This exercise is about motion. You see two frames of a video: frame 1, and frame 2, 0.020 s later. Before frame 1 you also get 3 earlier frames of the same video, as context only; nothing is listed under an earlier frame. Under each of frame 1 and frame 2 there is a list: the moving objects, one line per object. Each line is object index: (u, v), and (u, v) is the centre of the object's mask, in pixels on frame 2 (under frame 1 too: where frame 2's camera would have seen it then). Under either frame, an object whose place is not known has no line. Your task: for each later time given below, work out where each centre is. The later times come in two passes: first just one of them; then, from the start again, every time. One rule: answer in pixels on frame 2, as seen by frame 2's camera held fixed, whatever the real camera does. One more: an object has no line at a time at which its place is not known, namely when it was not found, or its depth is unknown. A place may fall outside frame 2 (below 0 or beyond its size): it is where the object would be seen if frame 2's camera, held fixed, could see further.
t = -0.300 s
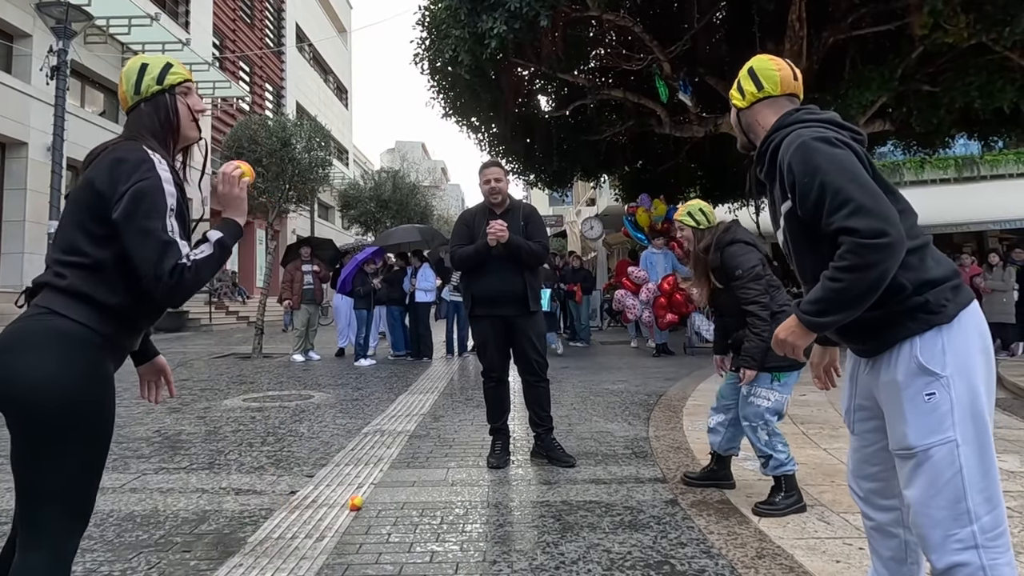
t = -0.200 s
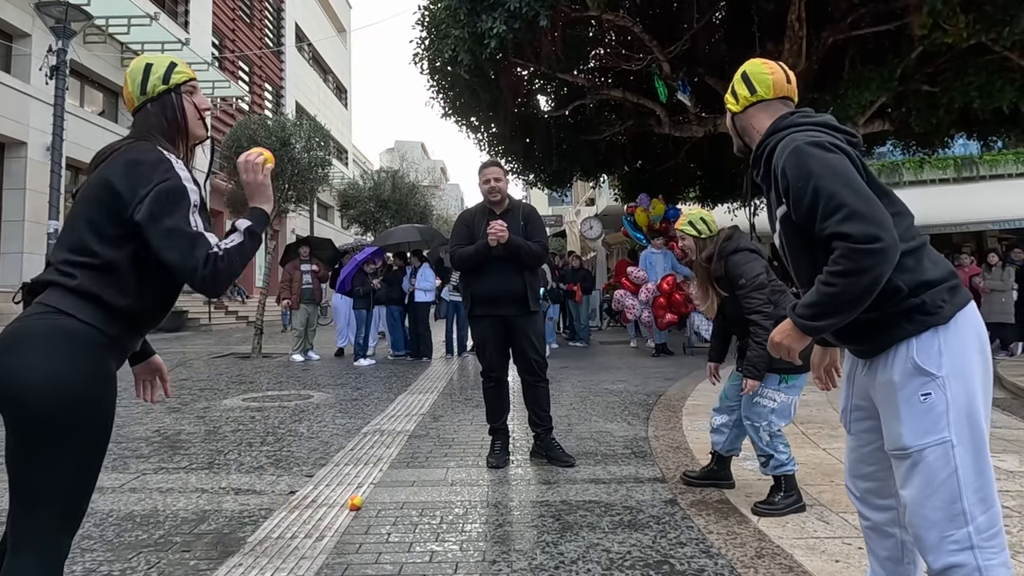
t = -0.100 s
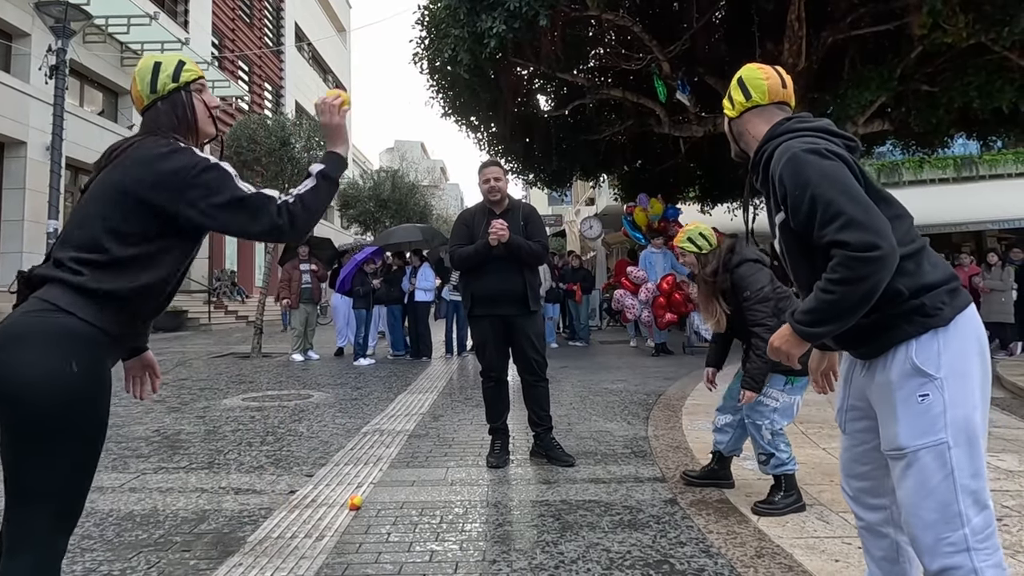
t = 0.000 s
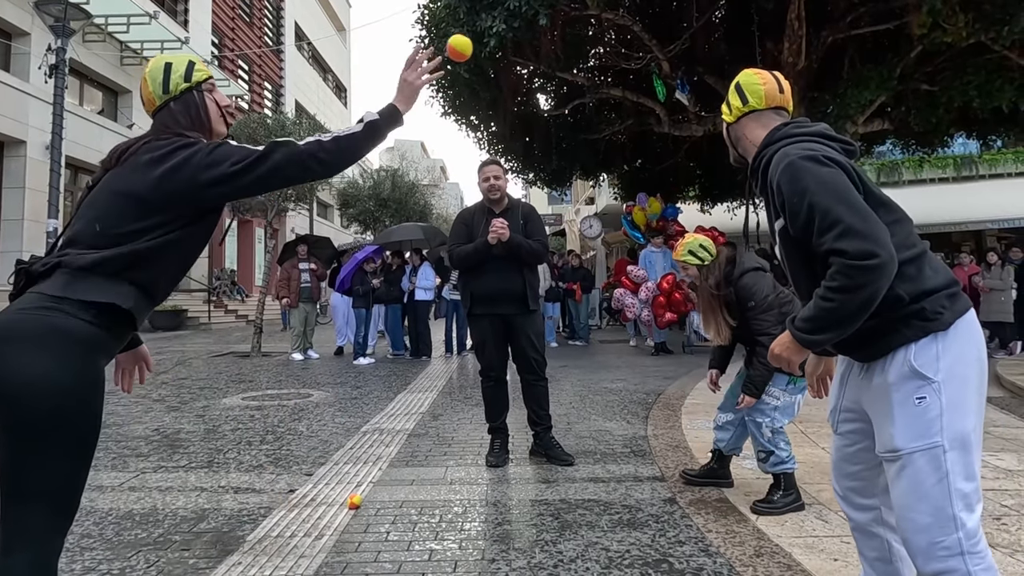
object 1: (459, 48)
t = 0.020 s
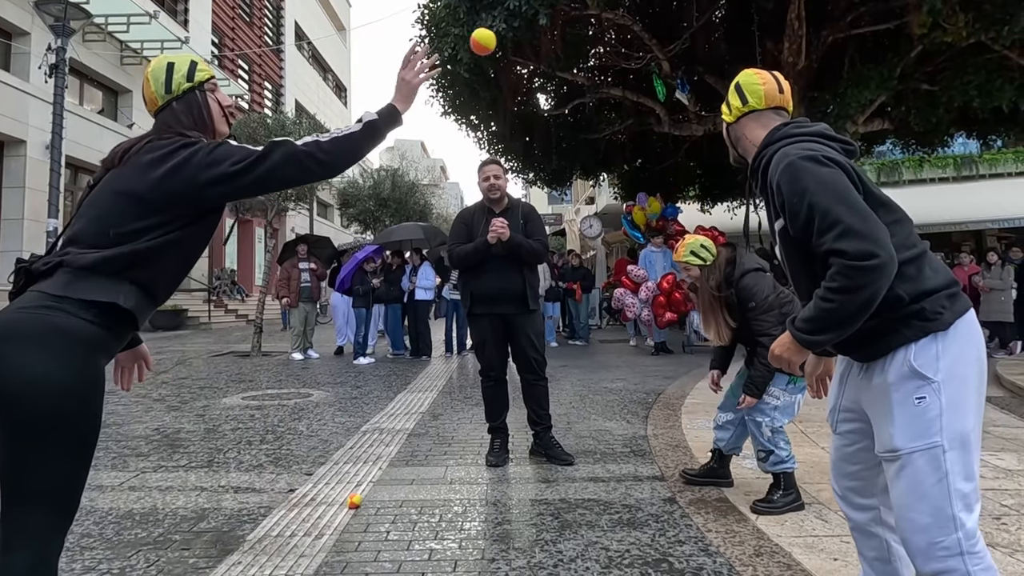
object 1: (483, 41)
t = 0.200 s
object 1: (687, 50)
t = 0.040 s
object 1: (506, 37)
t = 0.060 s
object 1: (529, 33)
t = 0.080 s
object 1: (552, 32)
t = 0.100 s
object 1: (575, 31)
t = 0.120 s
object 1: (598, 32)
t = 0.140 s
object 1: (621, 35)
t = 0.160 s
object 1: (643, 39)
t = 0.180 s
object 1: (665, 44)
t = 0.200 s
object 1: (687, 50)
